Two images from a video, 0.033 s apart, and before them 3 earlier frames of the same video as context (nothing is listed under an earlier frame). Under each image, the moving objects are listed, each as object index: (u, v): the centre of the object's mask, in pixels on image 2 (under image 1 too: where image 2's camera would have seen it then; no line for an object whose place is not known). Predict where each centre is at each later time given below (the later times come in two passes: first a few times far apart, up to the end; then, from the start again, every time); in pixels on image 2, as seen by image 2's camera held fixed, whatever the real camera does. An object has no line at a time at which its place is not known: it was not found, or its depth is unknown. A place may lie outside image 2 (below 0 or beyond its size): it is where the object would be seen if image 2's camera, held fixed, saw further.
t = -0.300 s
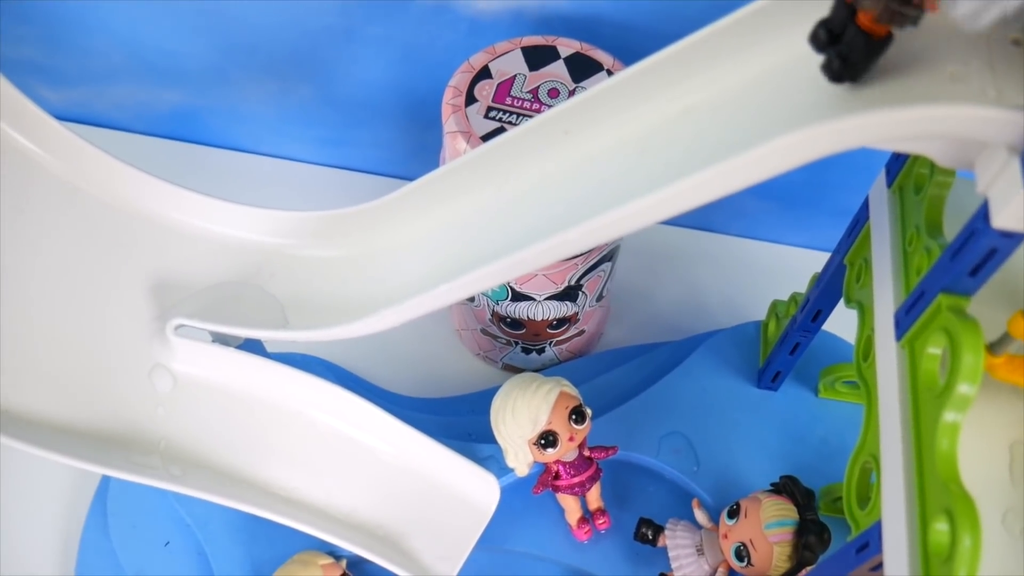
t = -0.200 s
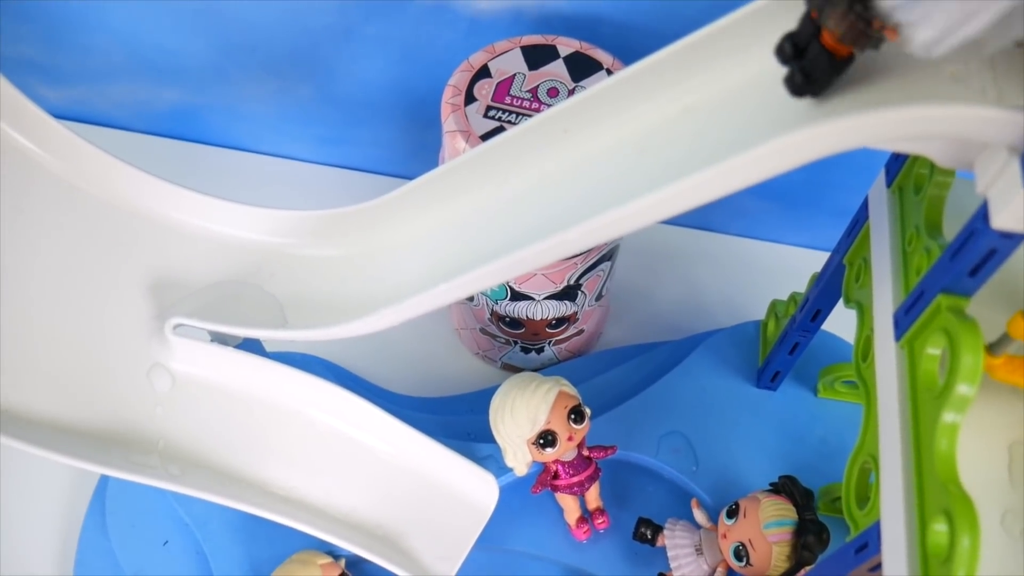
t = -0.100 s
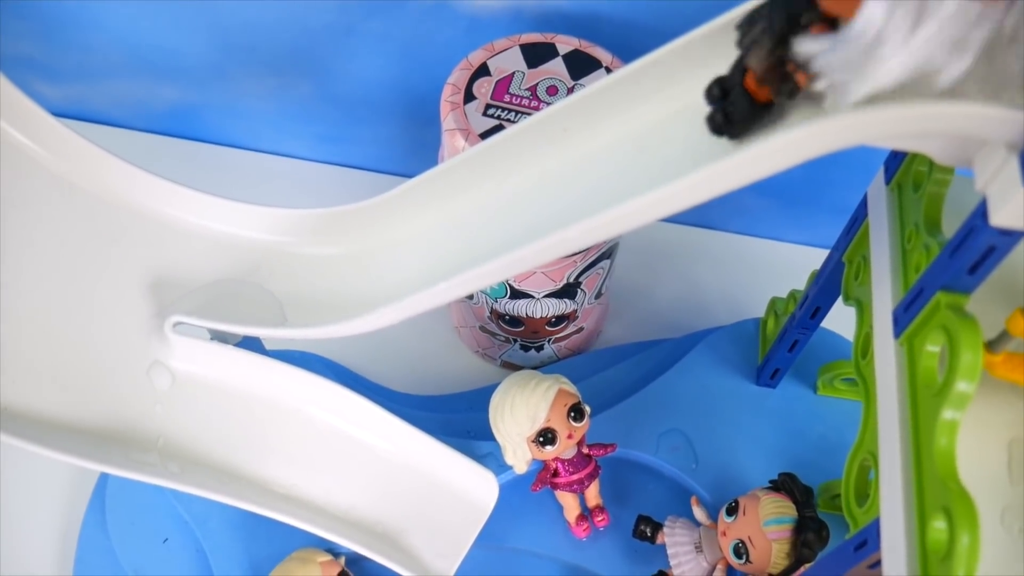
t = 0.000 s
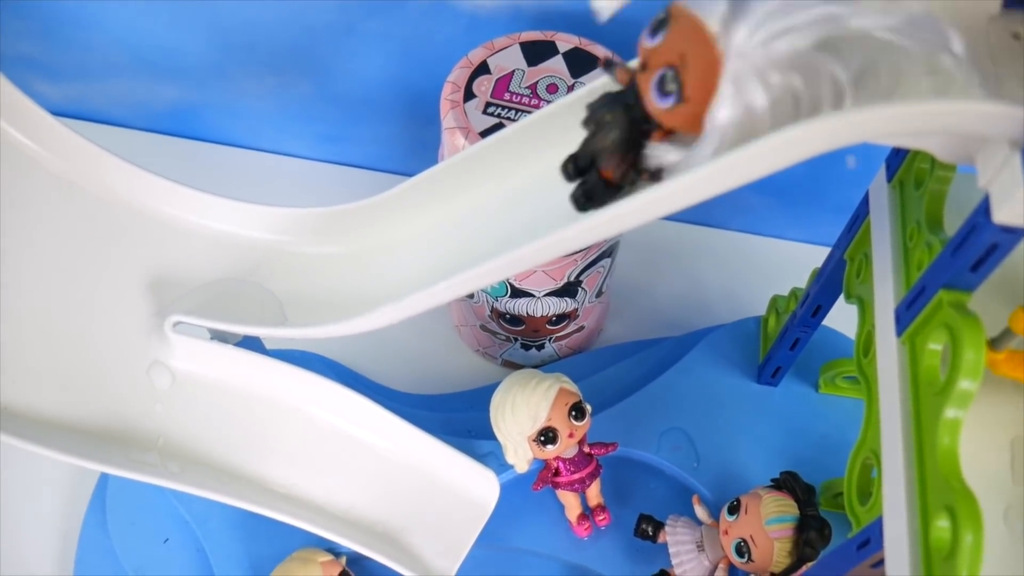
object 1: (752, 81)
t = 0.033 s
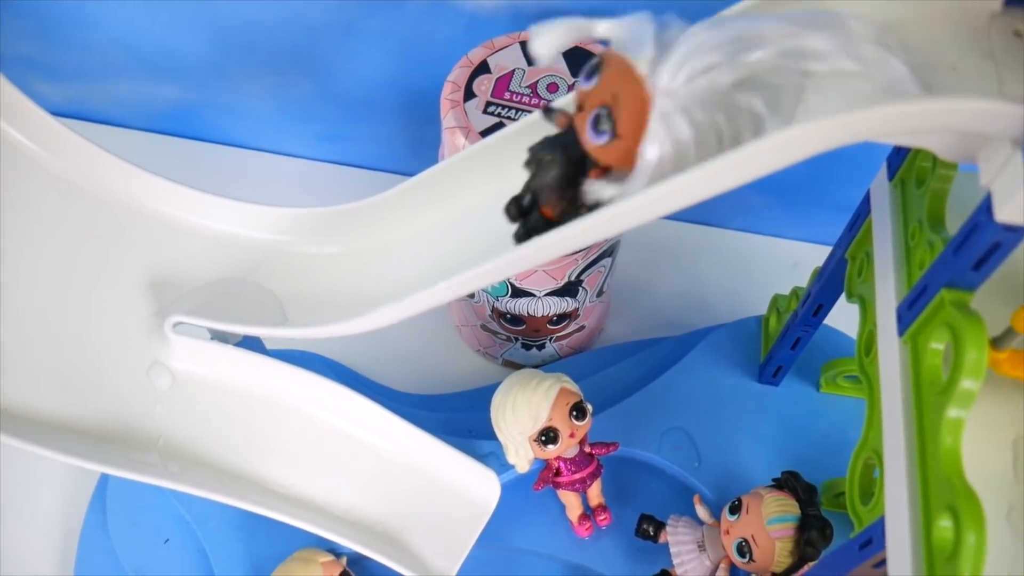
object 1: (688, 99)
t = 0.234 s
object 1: (284, 270)
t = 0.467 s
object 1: (236, 275)
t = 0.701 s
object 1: (236, 275)
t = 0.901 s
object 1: (235, 275)
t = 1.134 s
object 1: (235, 275)
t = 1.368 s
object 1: (236, 276)
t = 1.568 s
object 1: (236, 276)
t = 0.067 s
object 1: (614, 137)
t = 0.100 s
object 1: (539, 174)
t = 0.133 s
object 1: (463, 210)
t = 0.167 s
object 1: (391, 246)
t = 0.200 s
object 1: (331, 263)
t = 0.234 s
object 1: (284, 270)
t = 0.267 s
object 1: (254, 272)
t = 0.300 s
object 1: (238, 273)
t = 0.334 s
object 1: (236, 274)
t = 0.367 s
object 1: (236, 275)
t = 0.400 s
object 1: (236, 275)
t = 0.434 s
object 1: (236, 275)
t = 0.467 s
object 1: (236, 275)
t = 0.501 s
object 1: (236, 275)
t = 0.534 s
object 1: (236, 275)
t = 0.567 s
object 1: (236, 275)
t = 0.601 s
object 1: (236, 275)
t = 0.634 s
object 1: (236, 275)
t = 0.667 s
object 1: (236, 275)
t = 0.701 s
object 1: (236, 275)
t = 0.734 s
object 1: (235, 275)
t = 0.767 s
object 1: (236, 275)
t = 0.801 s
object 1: (236, 275)
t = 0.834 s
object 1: (235, 275)
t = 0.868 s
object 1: (235, 275)
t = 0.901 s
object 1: (235, 275)
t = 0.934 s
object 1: (235, 275)
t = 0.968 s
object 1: (235, 275)
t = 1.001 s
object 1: (235, 275)
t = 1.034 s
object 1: (235, 275)
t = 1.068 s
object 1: (235, 275)
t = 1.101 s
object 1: (235, 275)
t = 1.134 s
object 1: (235, 275)
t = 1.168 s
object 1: (235, 275)
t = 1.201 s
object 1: (235, 275)
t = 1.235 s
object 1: (236, 276)
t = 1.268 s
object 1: (236, 276)
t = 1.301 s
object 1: (236, 276)
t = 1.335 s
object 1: (236, 276)
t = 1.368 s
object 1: (236, 276)
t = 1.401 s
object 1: (237, 276)
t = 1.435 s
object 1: (236, 276)
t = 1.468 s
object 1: (237, 276)
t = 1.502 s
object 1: (236, 276)
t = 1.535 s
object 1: (236, 276)
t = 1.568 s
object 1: (236, 276)
